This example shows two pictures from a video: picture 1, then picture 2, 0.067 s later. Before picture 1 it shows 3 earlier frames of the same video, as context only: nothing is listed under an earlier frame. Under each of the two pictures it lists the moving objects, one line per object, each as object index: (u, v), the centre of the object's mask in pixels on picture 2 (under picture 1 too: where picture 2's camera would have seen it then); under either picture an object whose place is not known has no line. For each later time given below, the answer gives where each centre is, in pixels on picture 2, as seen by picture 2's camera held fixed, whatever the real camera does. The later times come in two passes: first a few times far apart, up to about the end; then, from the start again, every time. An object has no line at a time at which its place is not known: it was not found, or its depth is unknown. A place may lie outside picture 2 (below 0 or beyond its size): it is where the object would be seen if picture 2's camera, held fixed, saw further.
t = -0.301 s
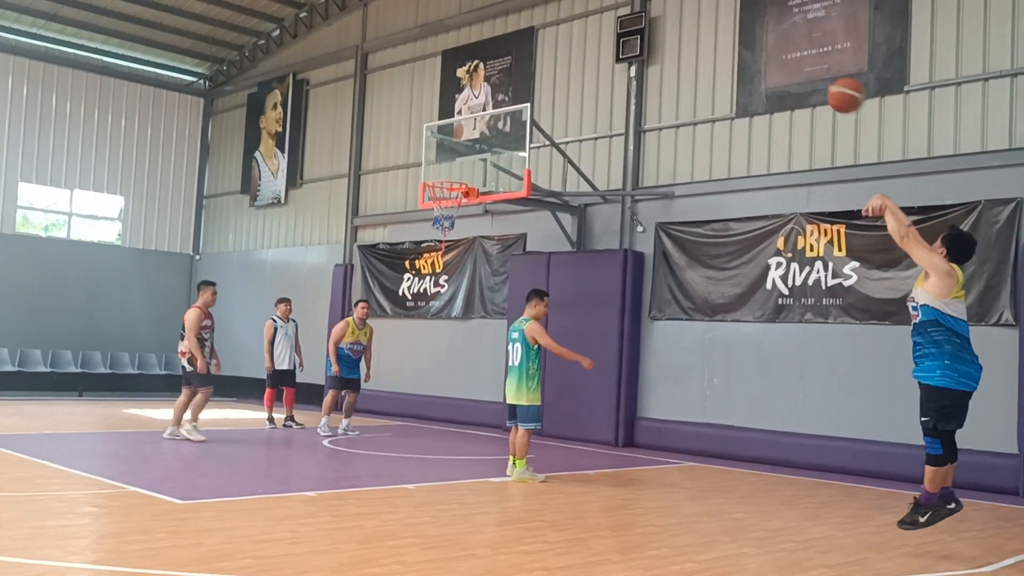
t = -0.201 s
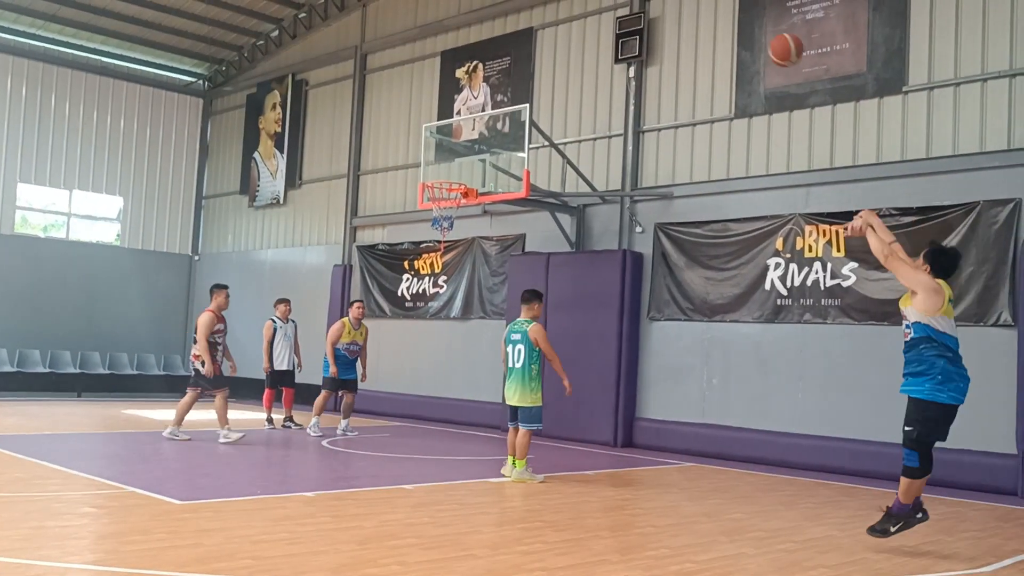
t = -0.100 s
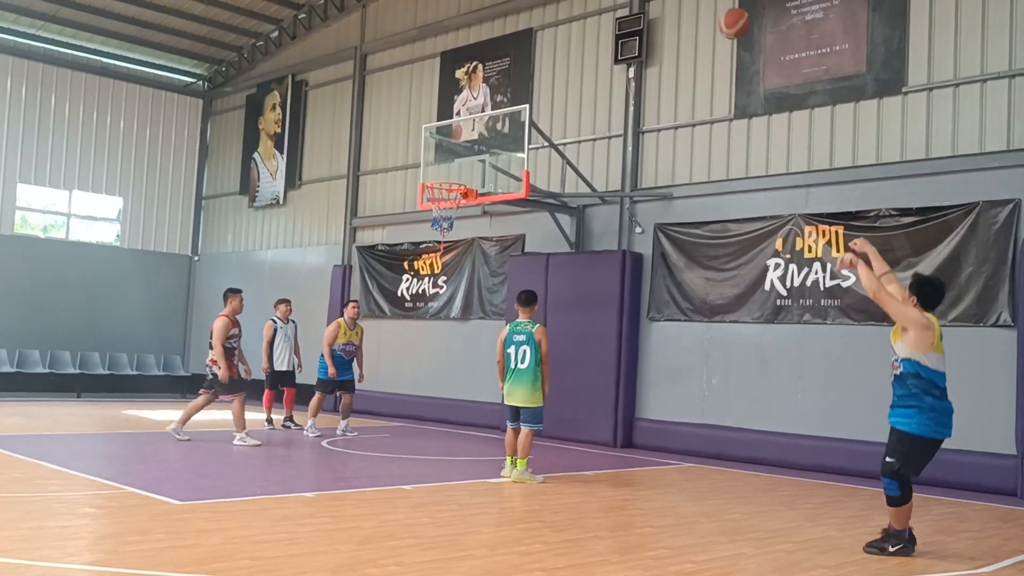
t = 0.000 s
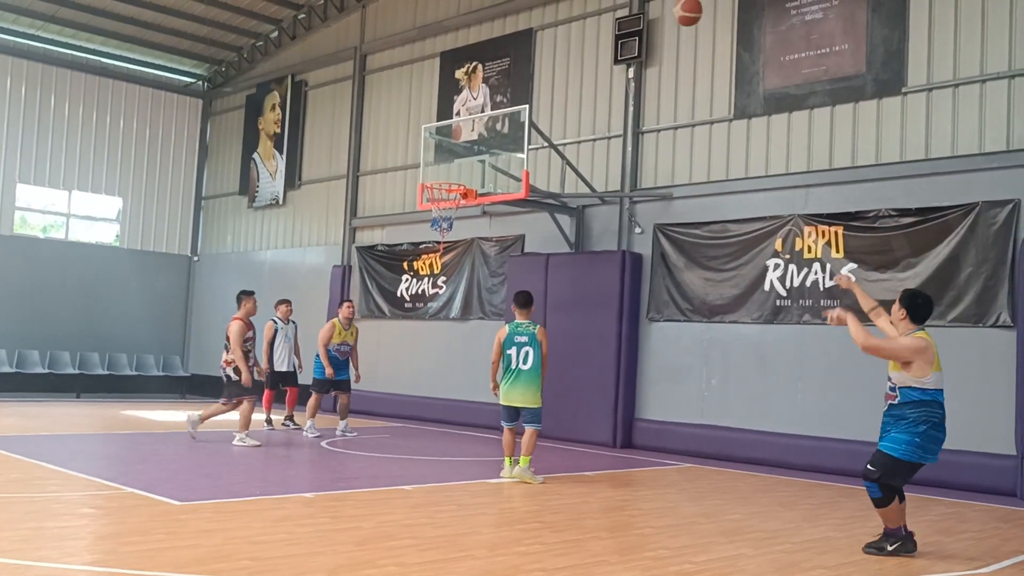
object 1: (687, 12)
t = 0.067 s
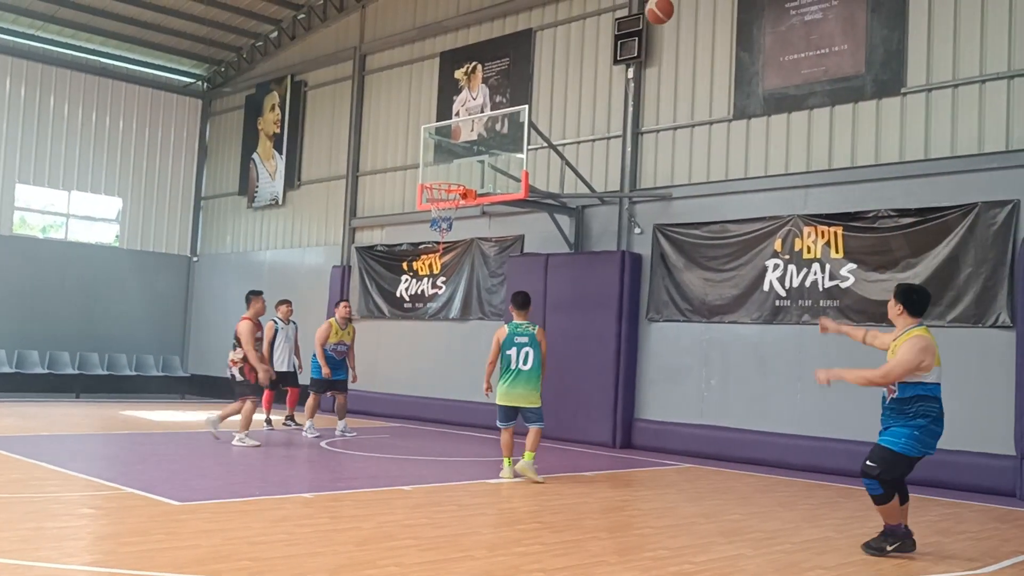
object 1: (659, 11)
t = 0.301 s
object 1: (576, 39)
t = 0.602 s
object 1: (490, 138)
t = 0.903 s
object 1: (545, 207)
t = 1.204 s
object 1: (681, 321)
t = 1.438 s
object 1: (793, 464)
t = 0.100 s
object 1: (646, 12)
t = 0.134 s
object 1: (634, 13)
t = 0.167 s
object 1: (622, 17)
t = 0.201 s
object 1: (610, 20)
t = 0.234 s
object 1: (598, 26)
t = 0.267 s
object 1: (586, 32)
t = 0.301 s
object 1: (576, 39)
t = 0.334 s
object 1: (566, 47)
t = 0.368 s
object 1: (555, 56)
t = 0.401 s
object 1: (545, 65)
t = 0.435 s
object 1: (535, 76)
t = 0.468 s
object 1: (526, 87)
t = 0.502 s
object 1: (517, 98)
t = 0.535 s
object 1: (508, 111)
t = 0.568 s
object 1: (499, 125)
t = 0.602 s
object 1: (490, 138)
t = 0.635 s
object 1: (481, 153)
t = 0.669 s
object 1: (474, 168)
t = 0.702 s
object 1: (466, 182)
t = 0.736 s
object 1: (477, 184)
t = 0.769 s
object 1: (490, 187)
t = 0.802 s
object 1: (504, 189)
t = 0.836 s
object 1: (519, 194)
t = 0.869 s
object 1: (532, 200)
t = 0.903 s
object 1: (545, 207)
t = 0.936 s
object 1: (560, 215)
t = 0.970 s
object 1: (575, 223)
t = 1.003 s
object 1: (590, 234)
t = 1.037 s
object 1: (604, 245)
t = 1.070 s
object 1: (619, 257)
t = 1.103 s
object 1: (634, 271)
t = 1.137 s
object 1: (650, 286)
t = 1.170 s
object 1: (664, 303)
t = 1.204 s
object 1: (681, 321)
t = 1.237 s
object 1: (697, 341)
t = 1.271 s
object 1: (713, 361)
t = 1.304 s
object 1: (729, 384)
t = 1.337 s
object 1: (746, 408)
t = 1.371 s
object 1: (763, 432)
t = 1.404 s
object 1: (779, 459)
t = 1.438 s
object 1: (793, 464)
